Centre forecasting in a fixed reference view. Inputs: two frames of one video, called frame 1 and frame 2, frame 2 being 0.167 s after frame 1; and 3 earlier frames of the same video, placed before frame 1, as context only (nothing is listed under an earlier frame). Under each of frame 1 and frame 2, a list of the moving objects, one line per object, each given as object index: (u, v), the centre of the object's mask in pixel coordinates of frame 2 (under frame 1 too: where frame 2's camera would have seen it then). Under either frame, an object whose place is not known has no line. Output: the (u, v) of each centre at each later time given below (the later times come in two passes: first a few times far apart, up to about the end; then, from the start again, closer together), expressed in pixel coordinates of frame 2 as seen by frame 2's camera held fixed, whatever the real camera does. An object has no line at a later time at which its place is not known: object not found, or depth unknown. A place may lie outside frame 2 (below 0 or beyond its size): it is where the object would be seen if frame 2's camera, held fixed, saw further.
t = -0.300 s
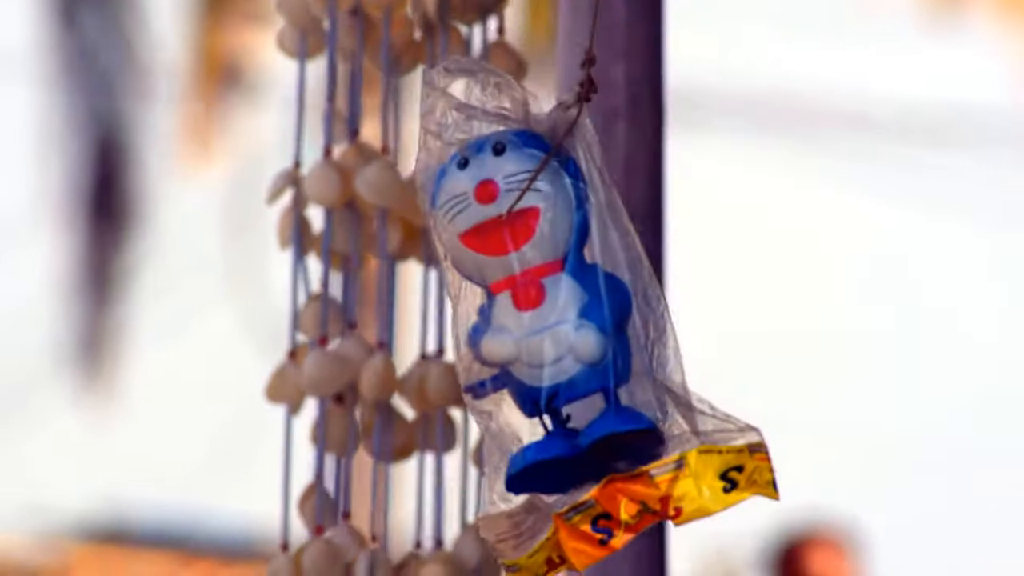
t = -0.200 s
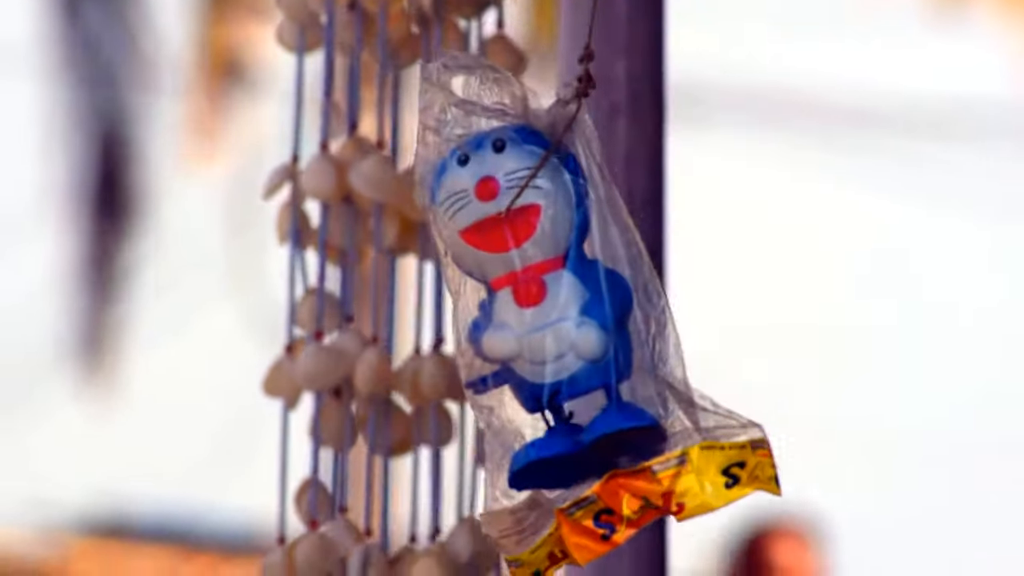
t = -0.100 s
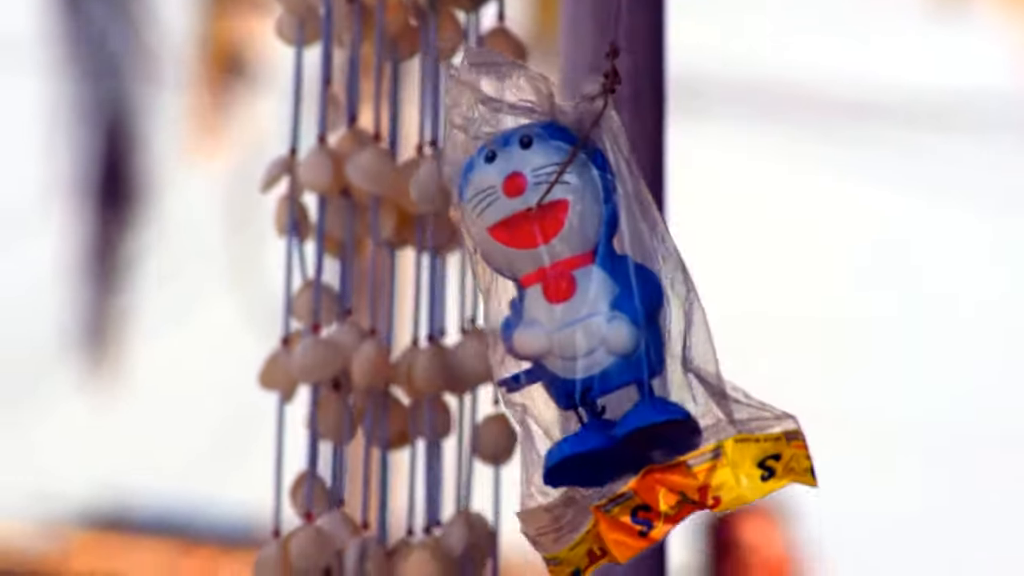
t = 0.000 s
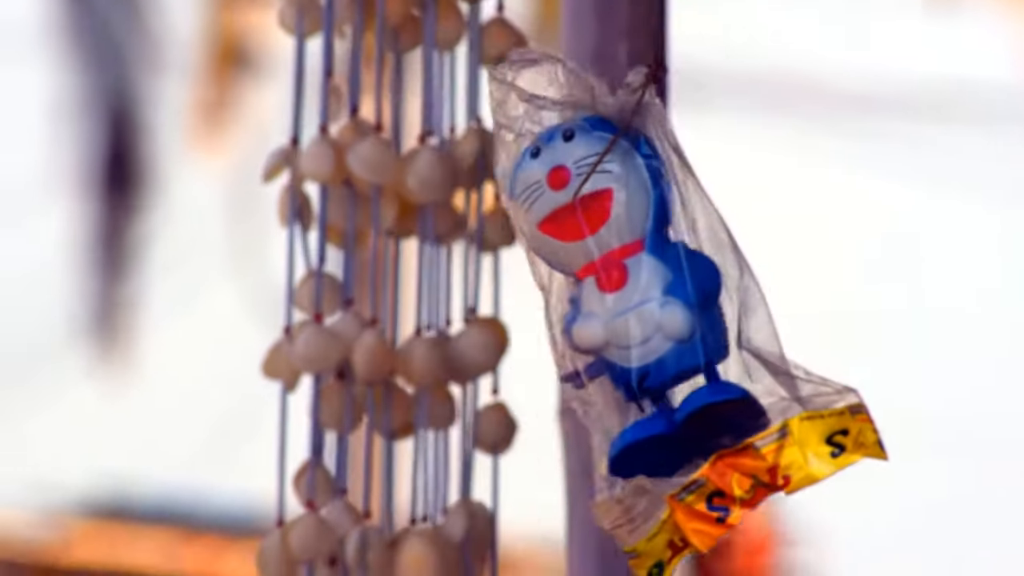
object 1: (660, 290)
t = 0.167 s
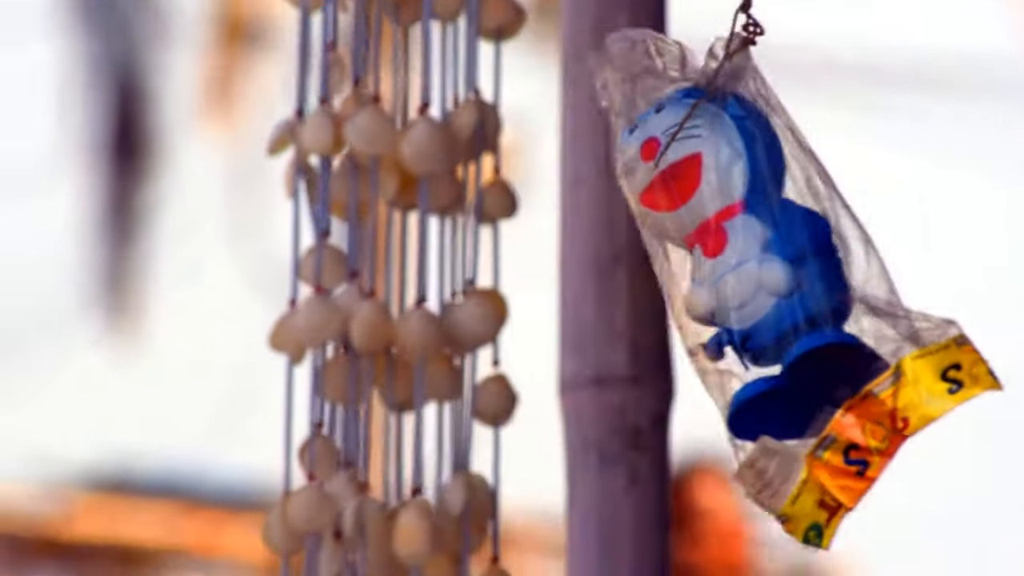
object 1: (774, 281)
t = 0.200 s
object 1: (792, 278)
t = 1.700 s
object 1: (599, 304)
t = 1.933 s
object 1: (652, 305)
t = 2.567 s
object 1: (767, 298)
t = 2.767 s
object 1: (772, 300)
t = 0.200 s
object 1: (792, 278)
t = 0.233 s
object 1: (808, 276)
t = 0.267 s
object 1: (822, 273)
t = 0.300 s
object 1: (830, 271)
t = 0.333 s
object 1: (837, 269)
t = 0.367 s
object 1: (839, 270)
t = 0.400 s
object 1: (839, 272)
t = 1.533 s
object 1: (625, 300)
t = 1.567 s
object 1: (615, 301)
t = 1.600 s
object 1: (607, 301)
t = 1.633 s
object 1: (602, 302)
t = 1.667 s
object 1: (600, 303)
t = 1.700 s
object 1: (599, 304)
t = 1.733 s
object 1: (600, 304)
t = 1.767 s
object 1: (605, 305)
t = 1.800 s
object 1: (611, 306)
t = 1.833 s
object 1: (619, 306)
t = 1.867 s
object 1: (629, 306)
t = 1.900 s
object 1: (641, 306)
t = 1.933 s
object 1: (652, 305)
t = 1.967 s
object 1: (666, 305)
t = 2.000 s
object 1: (680, 304)
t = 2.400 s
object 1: (769, 296)
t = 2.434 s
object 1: (769, 296)
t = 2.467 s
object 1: (768, 296)
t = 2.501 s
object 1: (767, 297)
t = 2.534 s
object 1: (766, 297)
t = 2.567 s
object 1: (767, 298)
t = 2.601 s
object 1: (767, 298)
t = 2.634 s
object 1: (768, 298)
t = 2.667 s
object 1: (769, 299)
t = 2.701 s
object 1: (770, 299)
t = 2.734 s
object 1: (772, 299)
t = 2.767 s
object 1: (772, 300)
